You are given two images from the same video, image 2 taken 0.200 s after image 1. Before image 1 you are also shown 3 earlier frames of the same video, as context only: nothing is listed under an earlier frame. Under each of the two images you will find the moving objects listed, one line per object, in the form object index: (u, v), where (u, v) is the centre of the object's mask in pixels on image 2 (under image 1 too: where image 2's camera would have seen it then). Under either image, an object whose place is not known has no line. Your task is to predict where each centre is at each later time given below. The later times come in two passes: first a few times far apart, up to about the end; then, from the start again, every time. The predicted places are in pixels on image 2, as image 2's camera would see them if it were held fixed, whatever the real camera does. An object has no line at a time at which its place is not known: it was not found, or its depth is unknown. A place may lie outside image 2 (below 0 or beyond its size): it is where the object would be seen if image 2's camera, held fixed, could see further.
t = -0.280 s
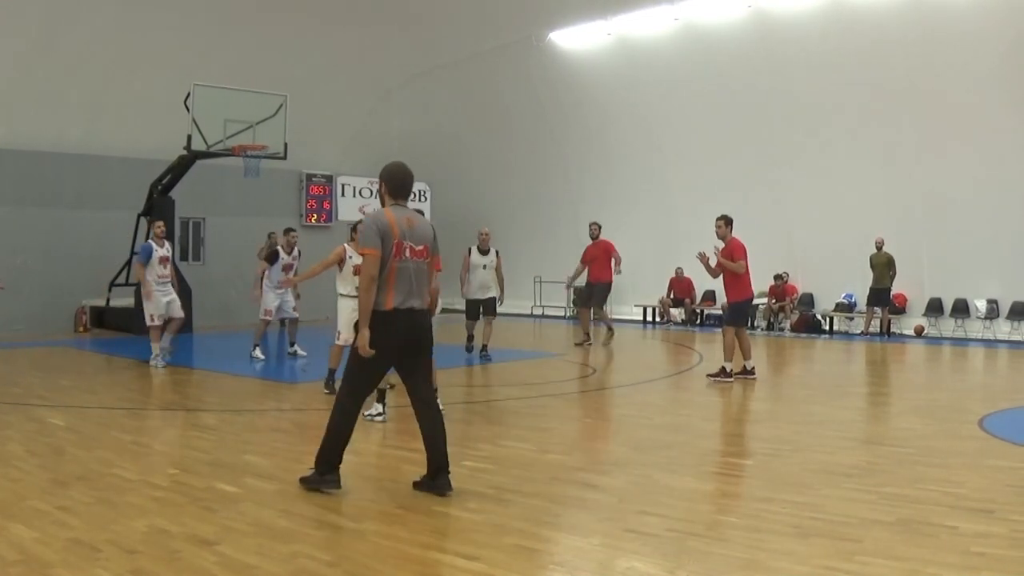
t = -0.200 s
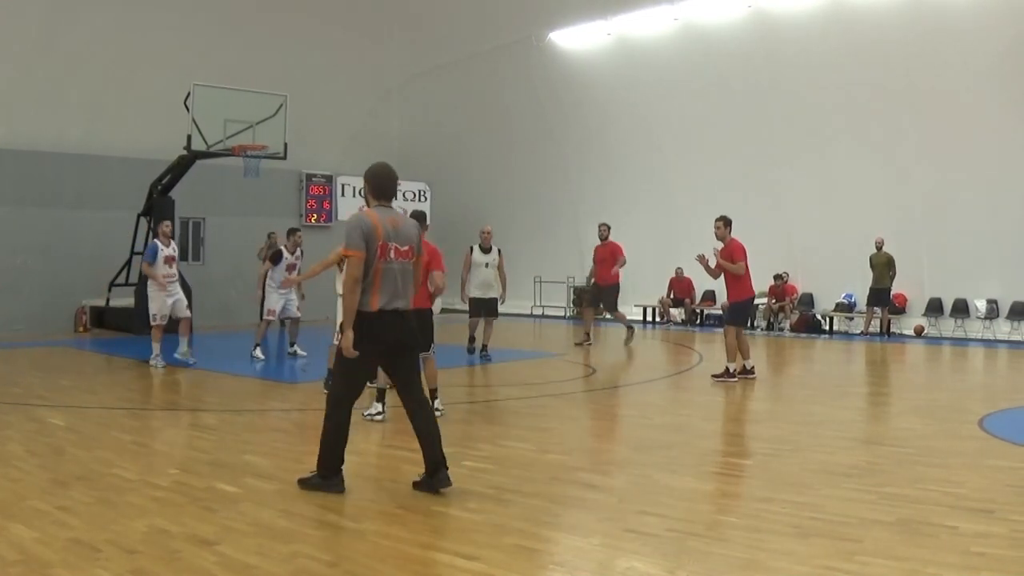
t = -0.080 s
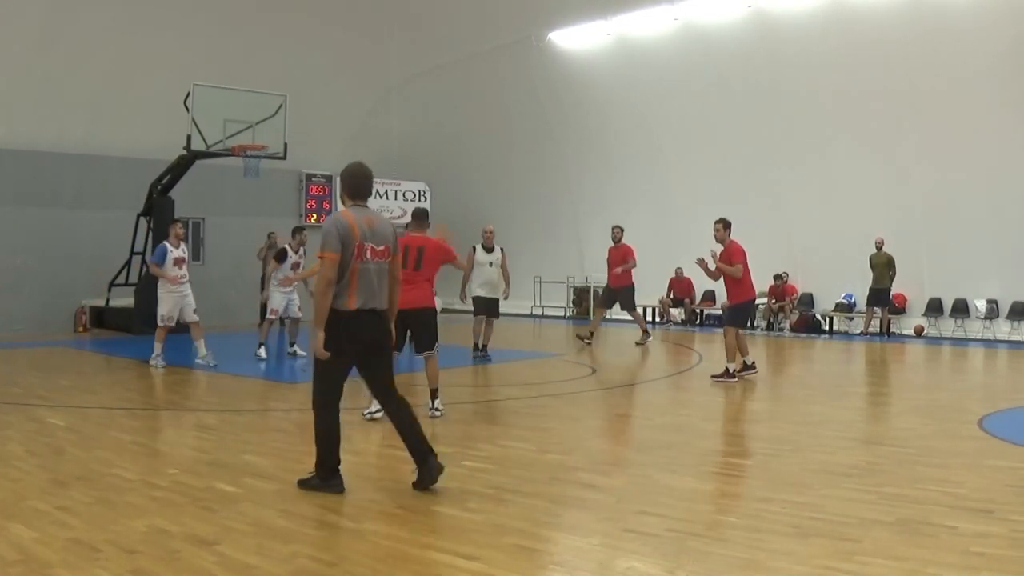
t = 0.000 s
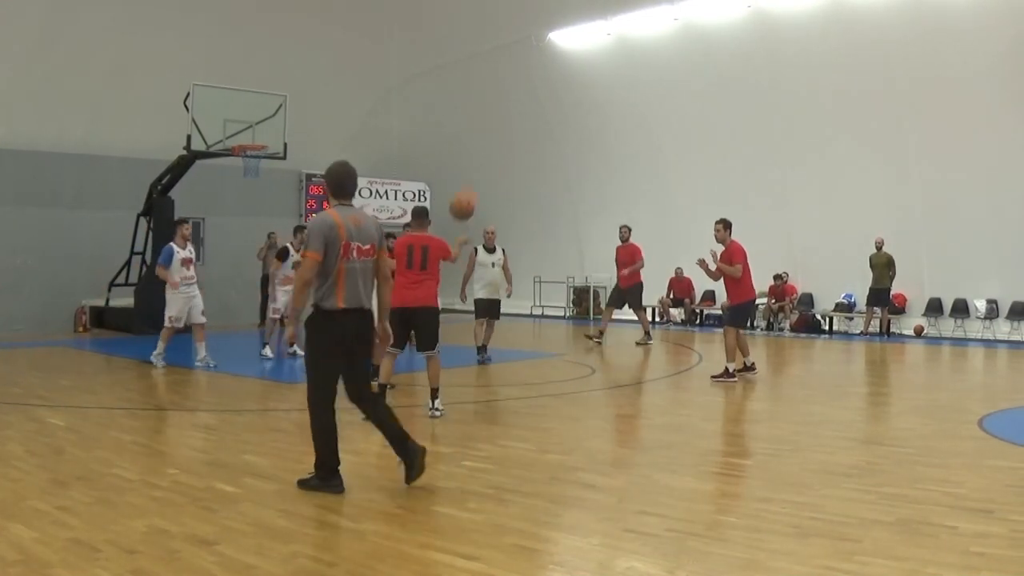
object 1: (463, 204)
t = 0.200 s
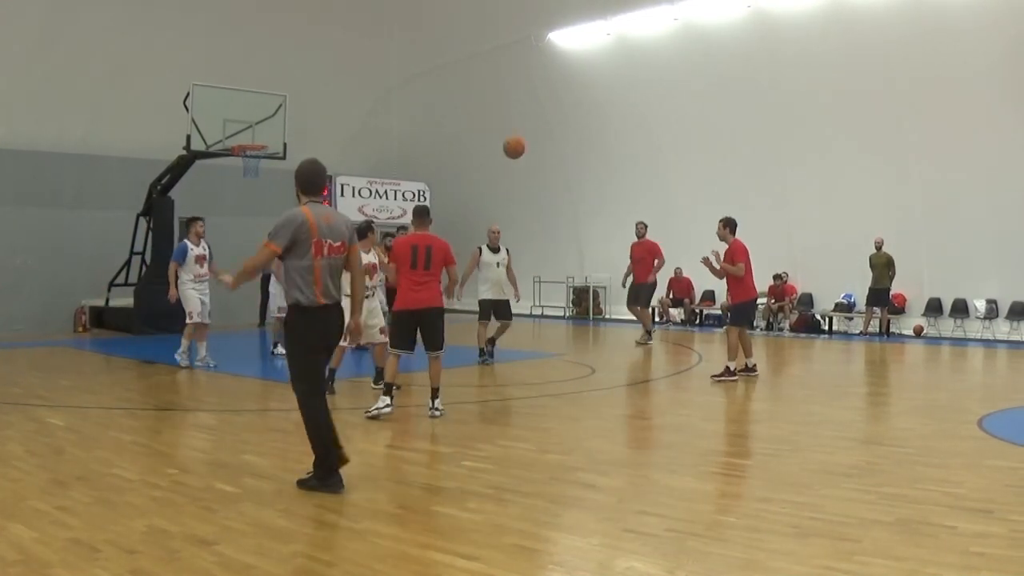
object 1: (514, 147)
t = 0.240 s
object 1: (523, 141)
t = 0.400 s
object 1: (553, 132)
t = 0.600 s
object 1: (584, 147)
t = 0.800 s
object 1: (608, 183)
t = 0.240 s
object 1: (523, 141)
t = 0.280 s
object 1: (531, 136)
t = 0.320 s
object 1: (539, 133)
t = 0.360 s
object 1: (546, 132)
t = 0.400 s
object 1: (553, 132)
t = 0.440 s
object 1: (560, 132)
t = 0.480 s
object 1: (566, 135)
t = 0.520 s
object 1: (572, 137)
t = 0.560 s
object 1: (578, 142)
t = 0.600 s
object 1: (584, 147)
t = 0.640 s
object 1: (589, 152)
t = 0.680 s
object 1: (594, 159)
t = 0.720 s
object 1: (599, 166)
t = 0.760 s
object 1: (603, 174)
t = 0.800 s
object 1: (608, 183)
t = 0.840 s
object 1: (612, 193)
